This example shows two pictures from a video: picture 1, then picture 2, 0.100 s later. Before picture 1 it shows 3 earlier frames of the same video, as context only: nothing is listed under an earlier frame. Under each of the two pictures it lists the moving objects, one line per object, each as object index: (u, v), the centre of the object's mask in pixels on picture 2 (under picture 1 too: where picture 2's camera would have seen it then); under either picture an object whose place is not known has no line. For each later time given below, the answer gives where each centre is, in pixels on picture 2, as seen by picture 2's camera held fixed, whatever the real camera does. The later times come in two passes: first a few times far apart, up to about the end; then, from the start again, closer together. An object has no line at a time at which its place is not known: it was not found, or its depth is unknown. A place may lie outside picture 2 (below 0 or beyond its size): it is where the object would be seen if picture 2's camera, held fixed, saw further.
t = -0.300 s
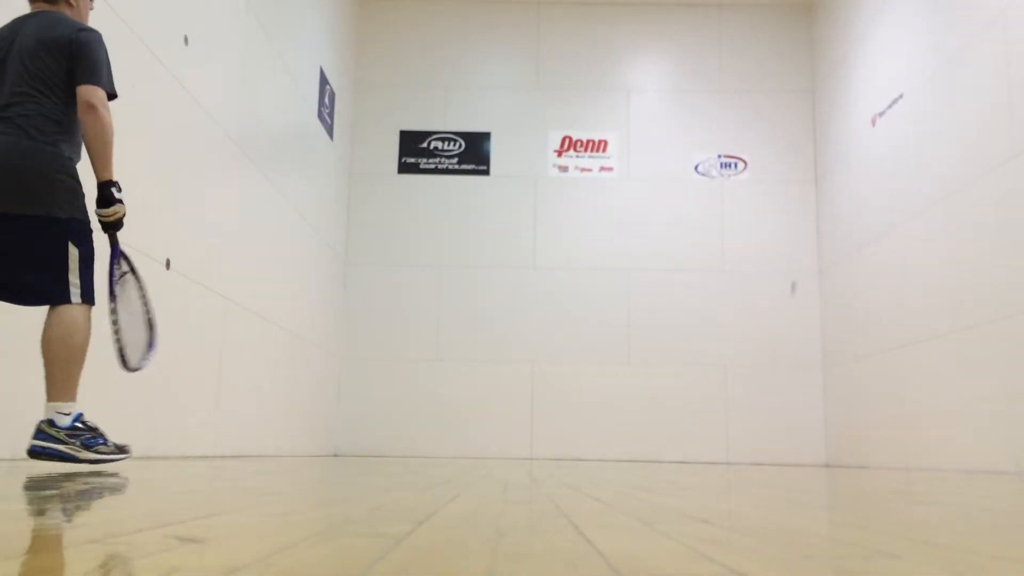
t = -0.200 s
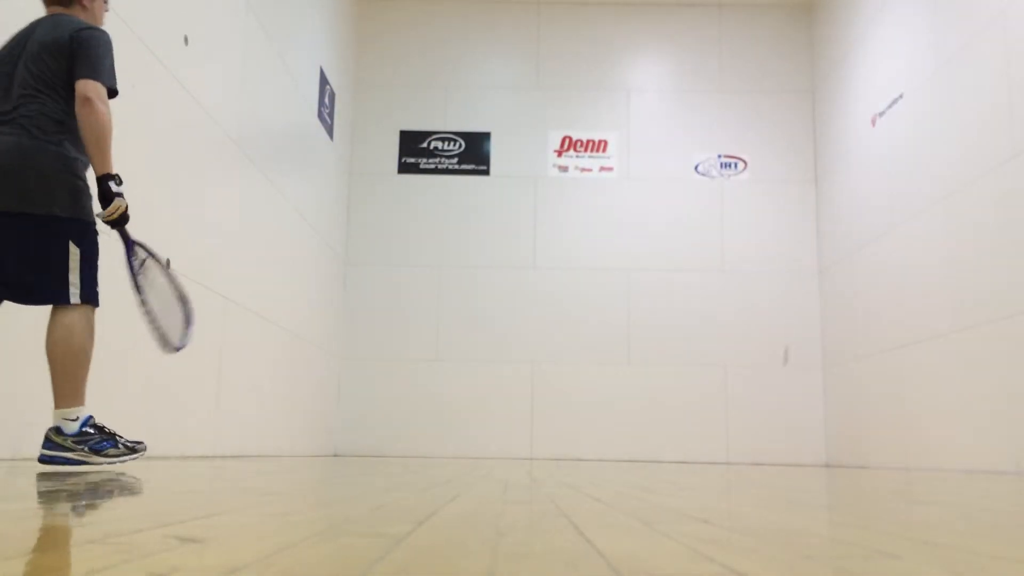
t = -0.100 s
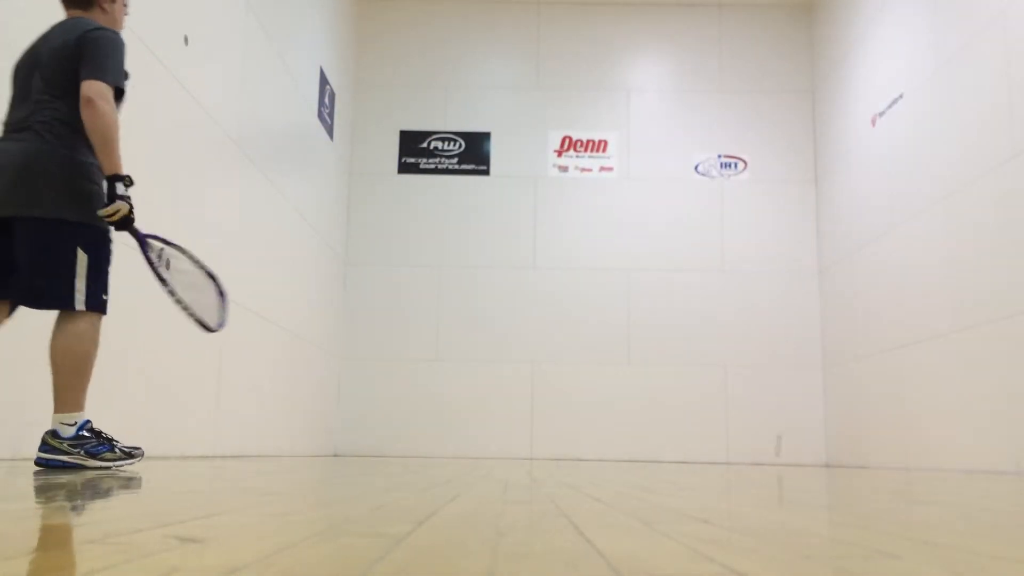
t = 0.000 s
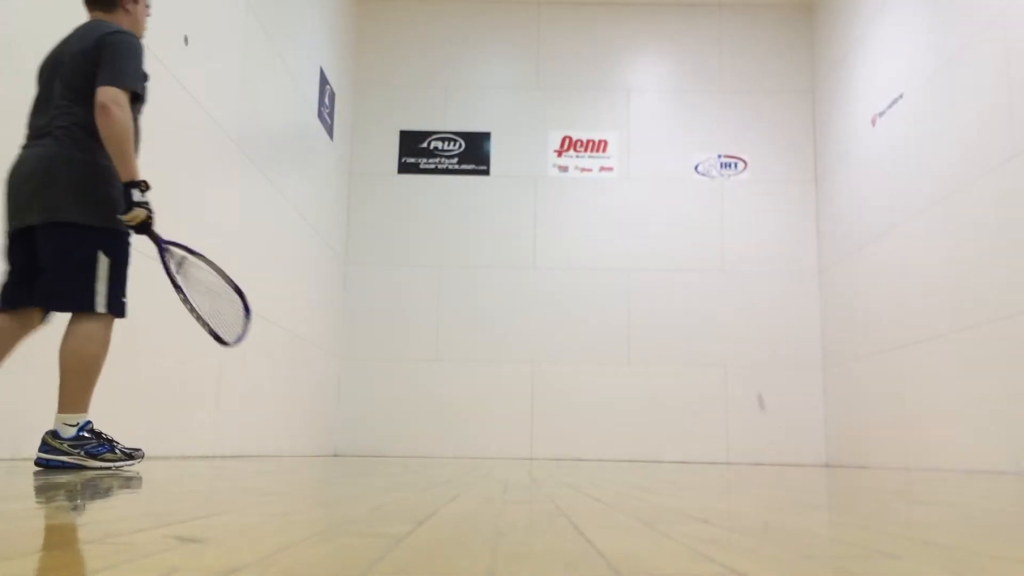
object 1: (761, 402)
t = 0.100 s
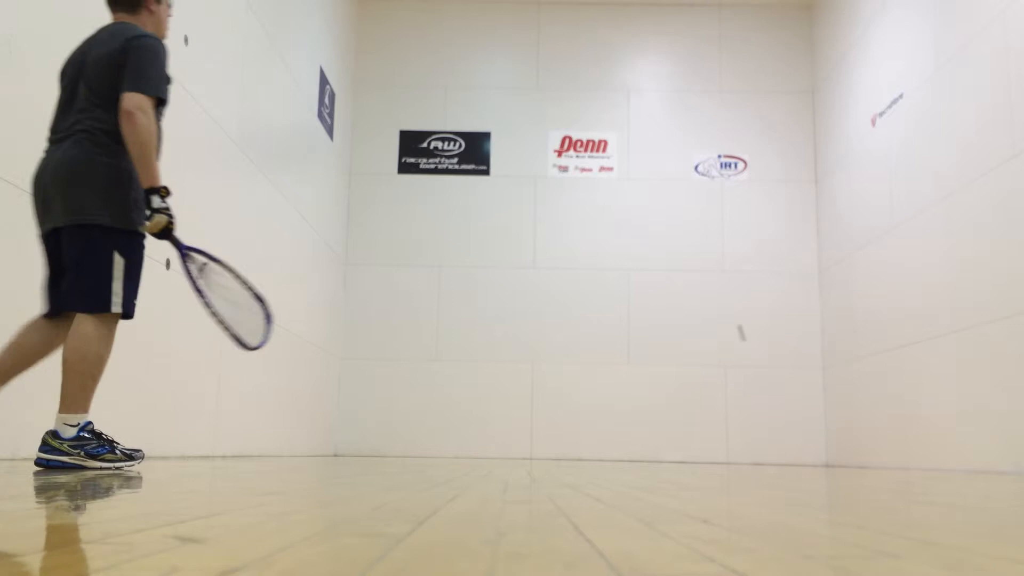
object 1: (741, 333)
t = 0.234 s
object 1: (713, 248)
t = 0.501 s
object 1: (649, 124)
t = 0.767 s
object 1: (566, 65)
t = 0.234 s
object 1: (713, 248)
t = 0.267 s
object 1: (705, 230)
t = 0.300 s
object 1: (697, 212)
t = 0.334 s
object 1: (690, 195)
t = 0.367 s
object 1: (682, 179)
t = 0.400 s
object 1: (674, 163)
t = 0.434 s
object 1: (666, 149)
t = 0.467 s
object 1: (657, 135)
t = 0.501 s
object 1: (649, 124)
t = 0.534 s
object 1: (640, 112)
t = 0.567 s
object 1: (630, 101)
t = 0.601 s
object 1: (621, 92)
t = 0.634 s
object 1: (610, 84)
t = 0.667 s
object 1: (600, 77)
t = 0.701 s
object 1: (589, 72)
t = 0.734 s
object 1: (578, 68)
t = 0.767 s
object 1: (566, 65)
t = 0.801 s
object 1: (554, 64)
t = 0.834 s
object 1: (541, 64)
